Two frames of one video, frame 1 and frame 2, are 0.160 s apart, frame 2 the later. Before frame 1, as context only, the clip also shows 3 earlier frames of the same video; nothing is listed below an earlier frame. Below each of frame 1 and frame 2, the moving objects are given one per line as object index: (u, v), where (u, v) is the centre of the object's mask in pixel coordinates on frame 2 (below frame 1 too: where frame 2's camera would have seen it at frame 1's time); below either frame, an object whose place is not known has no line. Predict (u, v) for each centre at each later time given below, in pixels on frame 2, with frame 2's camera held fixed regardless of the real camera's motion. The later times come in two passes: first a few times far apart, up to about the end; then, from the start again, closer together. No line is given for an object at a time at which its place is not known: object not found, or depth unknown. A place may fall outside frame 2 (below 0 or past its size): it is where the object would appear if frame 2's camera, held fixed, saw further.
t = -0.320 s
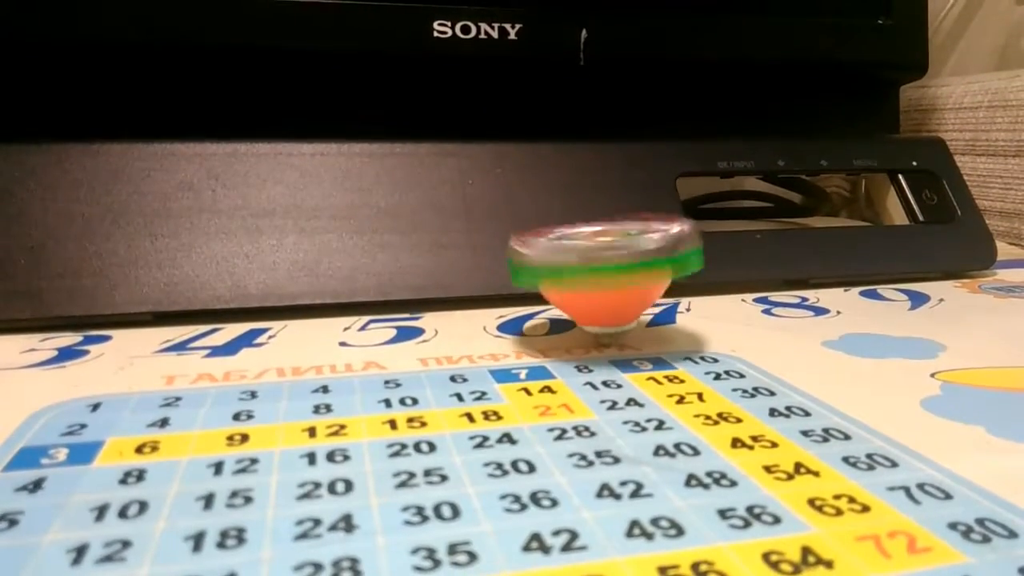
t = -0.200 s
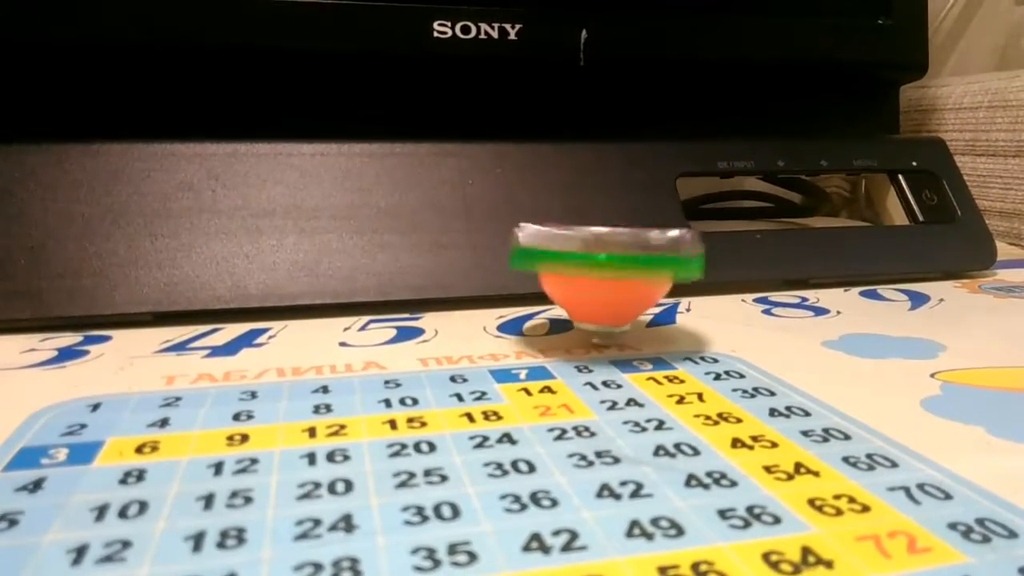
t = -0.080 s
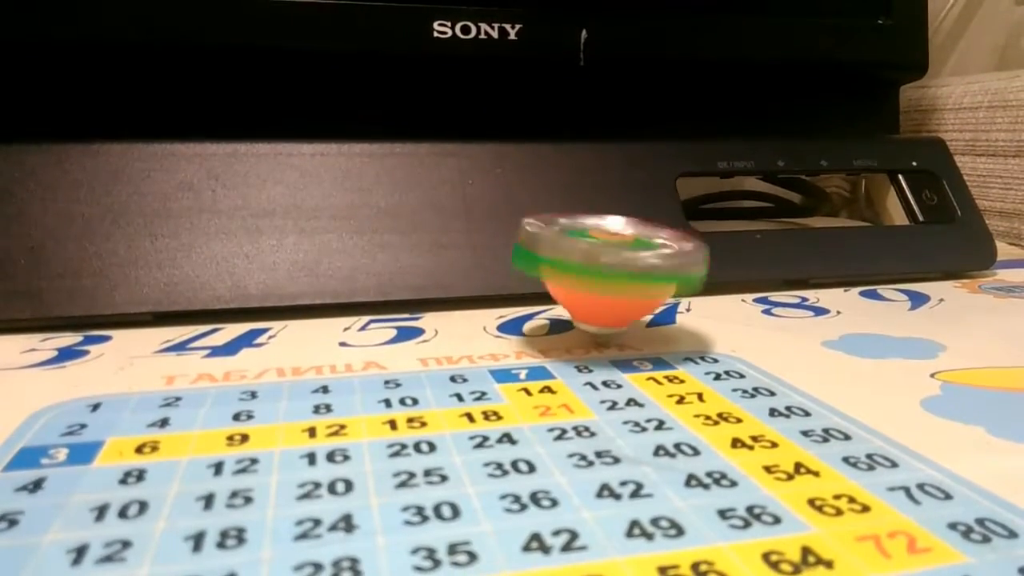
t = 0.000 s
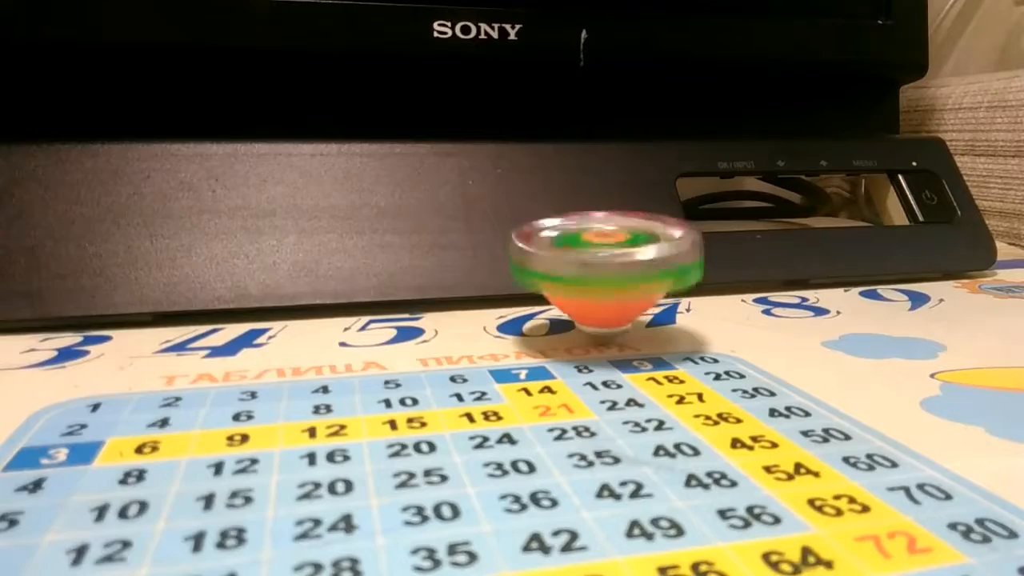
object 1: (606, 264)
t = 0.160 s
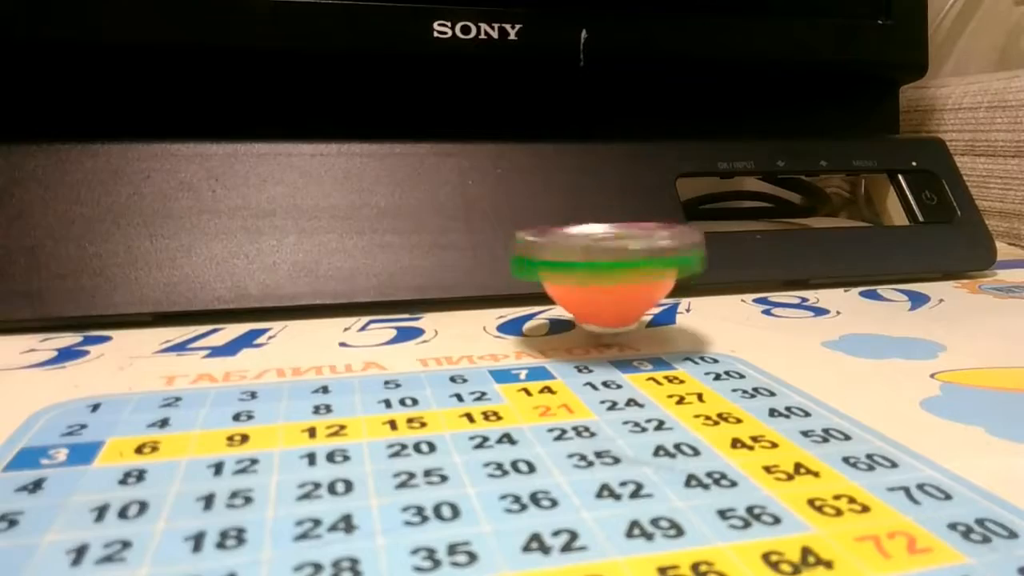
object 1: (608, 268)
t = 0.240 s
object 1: (607, 269)
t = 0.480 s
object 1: (606, 265)
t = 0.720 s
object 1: (606, 268)
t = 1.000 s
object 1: (606, 265)
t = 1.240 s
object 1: (604, 270)
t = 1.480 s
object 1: (603, 264)
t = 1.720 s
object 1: (605, 268)
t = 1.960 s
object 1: (602, 265)
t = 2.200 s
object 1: (608, 264)
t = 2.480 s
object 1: (606, 268)
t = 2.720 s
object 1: (606, 263)
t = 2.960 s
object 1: (604, 268)
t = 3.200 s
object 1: (605, 262)
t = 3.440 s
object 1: (616, 266)
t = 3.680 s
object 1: (615, 265)
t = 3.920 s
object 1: (617, 266)
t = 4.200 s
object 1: (620, 267)
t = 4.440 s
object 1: (621, 263)
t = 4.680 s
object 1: (620, 268)
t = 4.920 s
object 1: (621, 261)
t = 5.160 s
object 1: (618, 265)
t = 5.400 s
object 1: (620, 260)
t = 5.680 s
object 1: (624, 263)
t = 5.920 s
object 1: (621, 259)
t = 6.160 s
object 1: (625, 267)
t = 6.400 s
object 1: (625, 259)
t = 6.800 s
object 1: (631, 258)
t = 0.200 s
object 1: (608, 268)
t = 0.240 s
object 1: (607, 269)
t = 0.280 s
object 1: (608, 270)
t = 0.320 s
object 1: (608, 268)
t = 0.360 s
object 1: (607, 268)
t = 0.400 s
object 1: (608, 267)
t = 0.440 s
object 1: (608, 265)
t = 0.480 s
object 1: (606, 265)
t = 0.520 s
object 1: (607, 266)
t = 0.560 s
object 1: (608, 265)
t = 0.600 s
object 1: (606, 267)
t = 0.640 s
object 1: (608, 268)
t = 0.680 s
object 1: (607, 268)
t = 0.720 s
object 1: (606, 268)
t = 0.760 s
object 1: (608, 270)
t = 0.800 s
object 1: (609, 267)
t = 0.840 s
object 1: (607, 267)
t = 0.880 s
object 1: (609, 267)
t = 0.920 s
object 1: (608, 265)
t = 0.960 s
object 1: (606, 265)
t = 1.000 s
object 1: (606, 265)
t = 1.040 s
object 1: (605, 265)
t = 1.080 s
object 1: (603, 267)
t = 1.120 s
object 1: (605, 270)
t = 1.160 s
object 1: (604, 270)
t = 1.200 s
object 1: (604, 269)
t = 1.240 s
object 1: (604, 270)
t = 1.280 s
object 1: (604, 266)
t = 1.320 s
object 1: (601, 265)
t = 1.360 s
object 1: (602, 263)
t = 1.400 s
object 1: (603, 262)
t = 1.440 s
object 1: (601, 264)
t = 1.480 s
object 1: (603, 264)
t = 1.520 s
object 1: (602, 263)
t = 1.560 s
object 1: (604, 268)
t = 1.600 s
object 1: (605, 267)
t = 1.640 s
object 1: (605, 266)
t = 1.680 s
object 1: (604, 267)
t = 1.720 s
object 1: (605, 268)
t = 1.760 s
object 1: (605, 264)
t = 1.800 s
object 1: (605, 265)
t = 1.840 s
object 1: (606, 264)
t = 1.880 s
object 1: (604, 262)
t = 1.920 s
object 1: (602, 263)
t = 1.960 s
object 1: (602, 265)
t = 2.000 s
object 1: (602, 264)
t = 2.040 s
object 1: (601, 267)
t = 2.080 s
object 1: (604, 268)
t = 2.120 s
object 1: (604, 266)
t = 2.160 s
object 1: (605, 265)
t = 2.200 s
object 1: (608, 264)
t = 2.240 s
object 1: (608, 262)
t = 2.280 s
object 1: (604, 262)
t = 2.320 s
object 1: (604, 263)
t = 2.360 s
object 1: (603, 263)
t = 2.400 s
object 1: (604, 268)
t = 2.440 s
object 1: (607, 269)
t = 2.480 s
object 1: (606, 268)
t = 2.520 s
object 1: (605, 267)
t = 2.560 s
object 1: (606, 269)
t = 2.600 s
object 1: (607, 265)
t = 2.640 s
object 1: (605, 265)
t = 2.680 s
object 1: (606, 265)
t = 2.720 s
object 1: (606, 263)
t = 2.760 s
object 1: (605, 263)
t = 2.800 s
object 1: (604, 265)
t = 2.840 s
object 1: (601, 265)
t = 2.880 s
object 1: (601, 266)
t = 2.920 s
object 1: (601, 268)
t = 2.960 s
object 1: (604, 268)
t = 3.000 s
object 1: (605, 268)
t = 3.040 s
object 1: (606, 266)
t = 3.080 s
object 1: (606, 264)
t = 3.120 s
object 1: (606, 262)
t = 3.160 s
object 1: (604, 262)
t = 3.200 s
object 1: (605, 262)
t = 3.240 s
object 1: (606, 264)
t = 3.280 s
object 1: (608, 268)
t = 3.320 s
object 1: (612, 267)
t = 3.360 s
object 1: (614, 266)
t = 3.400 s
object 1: (615, 268)
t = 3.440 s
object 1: (616, 266)
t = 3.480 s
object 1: (616, 265)
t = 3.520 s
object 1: (615, 265)
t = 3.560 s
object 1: (617, 265)
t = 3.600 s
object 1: (616, 262)
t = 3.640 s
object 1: (614, 264)
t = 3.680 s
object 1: (615, 265)
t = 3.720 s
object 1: (613, 265)
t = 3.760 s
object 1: (612, 267)
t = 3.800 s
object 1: (615, 268)
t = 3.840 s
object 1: (615, 269)
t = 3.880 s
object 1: (615, 268)
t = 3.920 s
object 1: (617, 266)
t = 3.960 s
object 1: (617, 263)
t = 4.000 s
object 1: (617, 261)
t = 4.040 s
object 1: (615, 262)
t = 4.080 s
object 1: (616, 262)
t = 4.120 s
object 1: (616, 262)
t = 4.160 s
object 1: (618, 265)
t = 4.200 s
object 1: (620, 267)
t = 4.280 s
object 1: (620, 268)
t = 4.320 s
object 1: (621, 267)
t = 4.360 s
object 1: (621, 265)
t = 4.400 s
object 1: (620, 265)
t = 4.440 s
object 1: (621, 263)
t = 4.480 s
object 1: (622, 262)
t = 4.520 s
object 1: (619, 263)
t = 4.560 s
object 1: (621, 264)
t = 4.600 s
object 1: (619, 264)
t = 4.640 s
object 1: (618, 268)
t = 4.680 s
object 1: (620, 268)
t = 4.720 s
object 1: (619, 268)
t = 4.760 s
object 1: (619, 268)
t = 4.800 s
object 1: (621, 267)
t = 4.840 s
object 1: (622, 261)
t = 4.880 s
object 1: (620, 261)
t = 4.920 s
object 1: (621, 261)
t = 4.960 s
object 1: (621, 260)
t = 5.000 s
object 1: (621, 260)
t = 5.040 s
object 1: (623, 264)
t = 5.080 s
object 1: (622, 265)
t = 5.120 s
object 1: (621, 266)
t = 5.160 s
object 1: (618, 265)
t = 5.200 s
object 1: (620, 265)
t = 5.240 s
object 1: (619, 266)
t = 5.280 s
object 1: (619, 266)
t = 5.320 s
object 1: (621, 262)
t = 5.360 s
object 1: (620, 262)
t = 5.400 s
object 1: (620, 260)
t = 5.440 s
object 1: (623, 260)
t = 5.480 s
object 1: (622, 260)
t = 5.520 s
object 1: (622, 259)
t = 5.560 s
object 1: (624, 264)
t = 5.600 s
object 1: (625, 265)
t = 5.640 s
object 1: (623, 266)
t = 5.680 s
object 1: (624, 263)
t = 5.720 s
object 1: (623, 266)
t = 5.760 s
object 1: (623, 263)
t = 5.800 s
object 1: (622, 264)
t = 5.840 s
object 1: (623, 260)
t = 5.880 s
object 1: (624, 258)
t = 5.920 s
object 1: (621, 259)
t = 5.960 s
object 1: (623, 260)
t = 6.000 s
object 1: (622, 261)
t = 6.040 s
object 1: (621, 260)
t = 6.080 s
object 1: (625, 266)
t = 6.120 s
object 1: (625, 267)
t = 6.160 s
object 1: (625, 267)
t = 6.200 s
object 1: (624, 265)
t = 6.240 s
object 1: (626, 266)
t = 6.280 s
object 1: (624, 261)
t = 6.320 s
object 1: (624, 261)
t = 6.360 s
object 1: (626, 259)
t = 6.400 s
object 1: (625, 259)
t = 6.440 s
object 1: (623, 259)
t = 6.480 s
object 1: (625, 263)
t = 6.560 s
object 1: (623, 265)
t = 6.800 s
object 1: (631, 258)
